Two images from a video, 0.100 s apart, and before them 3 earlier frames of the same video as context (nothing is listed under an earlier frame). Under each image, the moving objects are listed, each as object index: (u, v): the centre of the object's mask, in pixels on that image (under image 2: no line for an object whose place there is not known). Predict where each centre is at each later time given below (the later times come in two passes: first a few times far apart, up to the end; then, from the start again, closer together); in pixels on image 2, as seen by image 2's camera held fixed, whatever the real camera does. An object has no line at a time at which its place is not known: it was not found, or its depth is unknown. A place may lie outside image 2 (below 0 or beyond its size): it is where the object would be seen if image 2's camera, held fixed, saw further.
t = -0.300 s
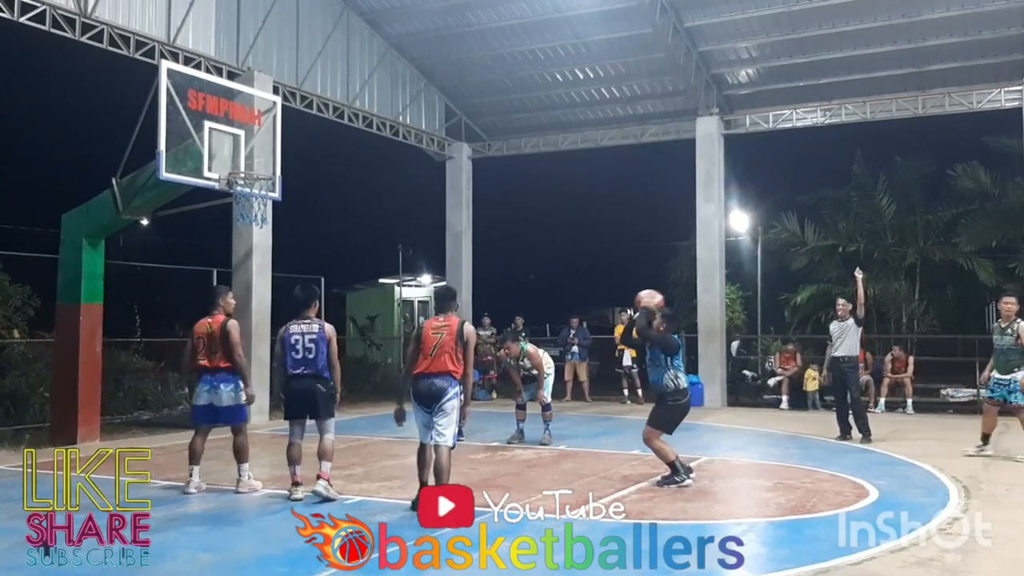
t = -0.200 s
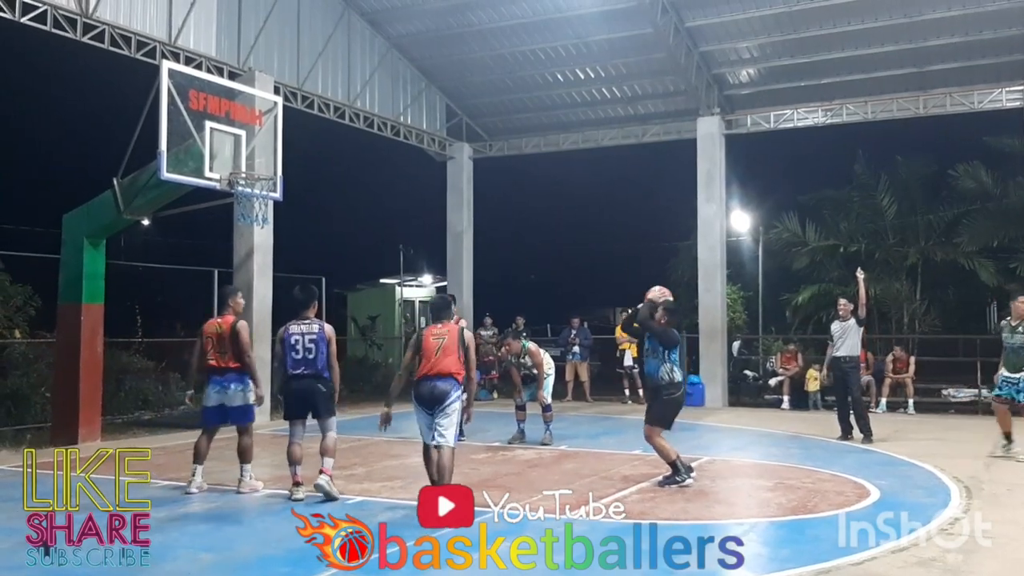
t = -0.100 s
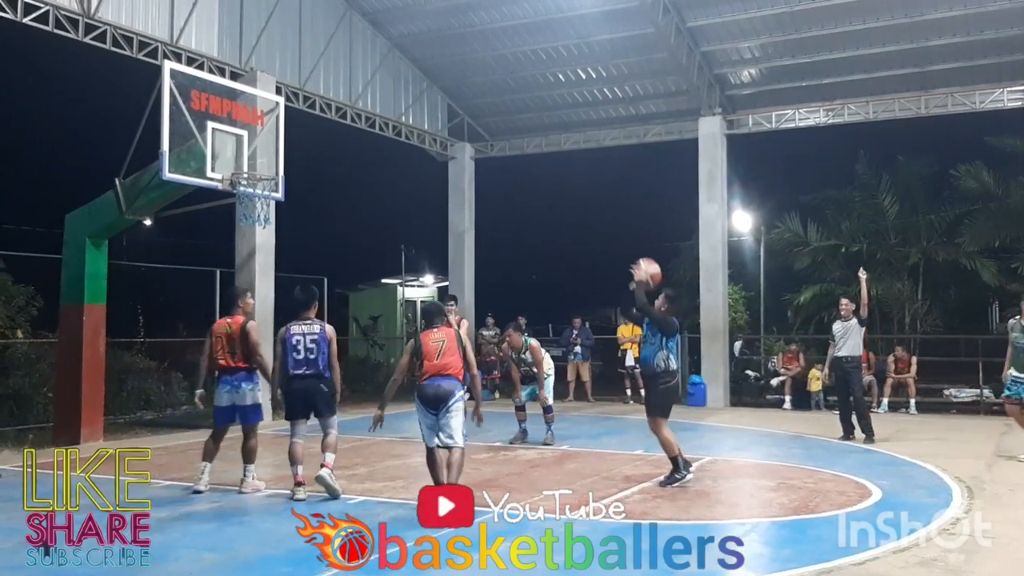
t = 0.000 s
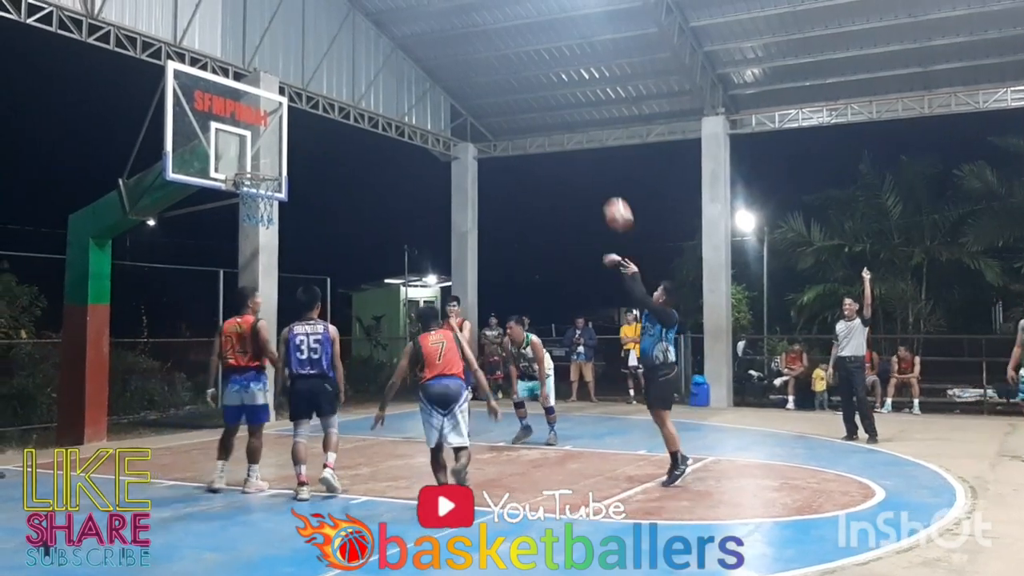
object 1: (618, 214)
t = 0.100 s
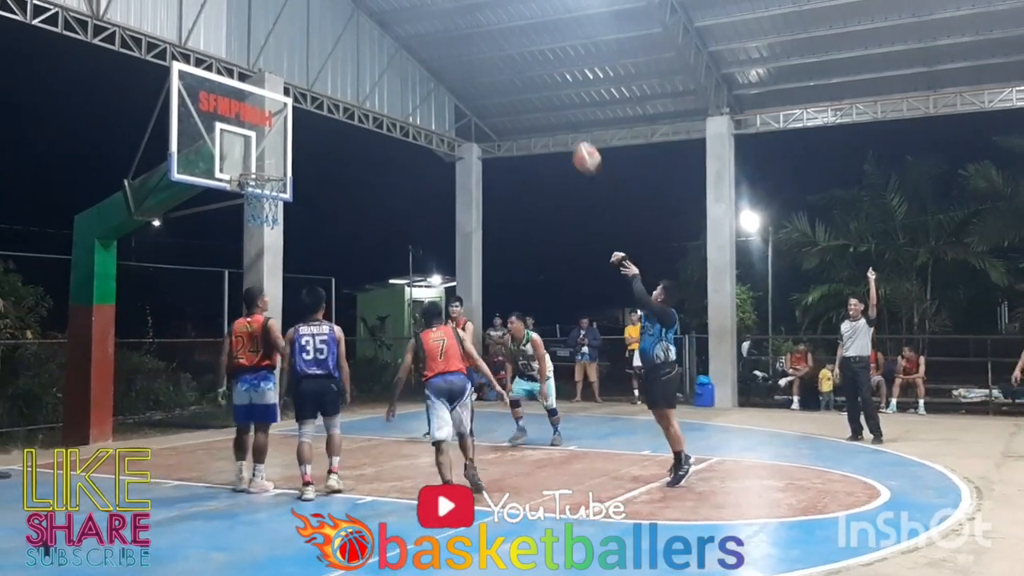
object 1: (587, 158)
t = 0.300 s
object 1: (519, 79)
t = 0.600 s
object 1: (427, 43)
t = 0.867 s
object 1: (351, 83)
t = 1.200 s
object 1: (315, 184)
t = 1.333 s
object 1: (362, 216)
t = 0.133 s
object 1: (575, 141)
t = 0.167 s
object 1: (563, 125)
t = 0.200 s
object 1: (552, 113)
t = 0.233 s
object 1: (541, 101)
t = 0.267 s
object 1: (530, 89)
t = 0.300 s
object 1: (519, 79)
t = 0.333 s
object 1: (508, 71)
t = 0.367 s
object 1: (497, 63)
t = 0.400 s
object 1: (487, 56)
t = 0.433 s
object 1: (476, 52)
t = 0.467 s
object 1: (466, 49)
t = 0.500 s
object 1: (456, 46)
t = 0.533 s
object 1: (446, 43)
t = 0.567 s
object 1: (436, 41)
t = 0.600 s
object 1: (427, 43)
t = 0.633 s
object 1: (417, 44)
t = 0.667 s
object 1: (407, 46)
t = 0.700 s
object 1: (398, 50)
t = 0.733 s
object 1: (388, 55)
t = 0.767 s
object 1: (379, 60)
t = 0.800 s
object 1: (370, 67)
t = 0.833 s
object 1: (361, 74)
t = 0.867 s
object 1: (351, 83)
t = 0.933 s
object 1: (333, 103)
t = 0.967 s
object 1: (323, 113)
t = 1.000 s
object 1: (315, 125)
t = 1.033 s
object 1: (306, 138)
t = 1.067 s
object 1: (299, 152)
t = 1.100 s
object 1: (291, 166)
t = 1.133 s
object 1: (294, 175)
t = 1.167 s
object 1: (305, 179)
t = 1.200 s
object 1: (315, 184)
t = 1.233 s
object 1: (327, 190)
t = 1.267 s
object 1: (338, 197)
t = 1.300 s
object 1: (350, 206)
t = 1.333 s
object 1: (362, 216)
